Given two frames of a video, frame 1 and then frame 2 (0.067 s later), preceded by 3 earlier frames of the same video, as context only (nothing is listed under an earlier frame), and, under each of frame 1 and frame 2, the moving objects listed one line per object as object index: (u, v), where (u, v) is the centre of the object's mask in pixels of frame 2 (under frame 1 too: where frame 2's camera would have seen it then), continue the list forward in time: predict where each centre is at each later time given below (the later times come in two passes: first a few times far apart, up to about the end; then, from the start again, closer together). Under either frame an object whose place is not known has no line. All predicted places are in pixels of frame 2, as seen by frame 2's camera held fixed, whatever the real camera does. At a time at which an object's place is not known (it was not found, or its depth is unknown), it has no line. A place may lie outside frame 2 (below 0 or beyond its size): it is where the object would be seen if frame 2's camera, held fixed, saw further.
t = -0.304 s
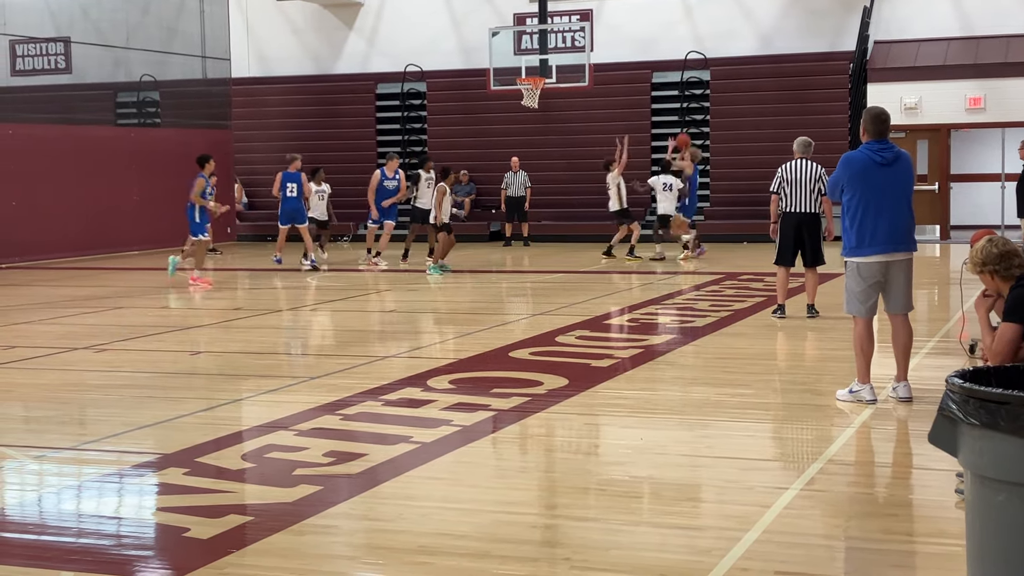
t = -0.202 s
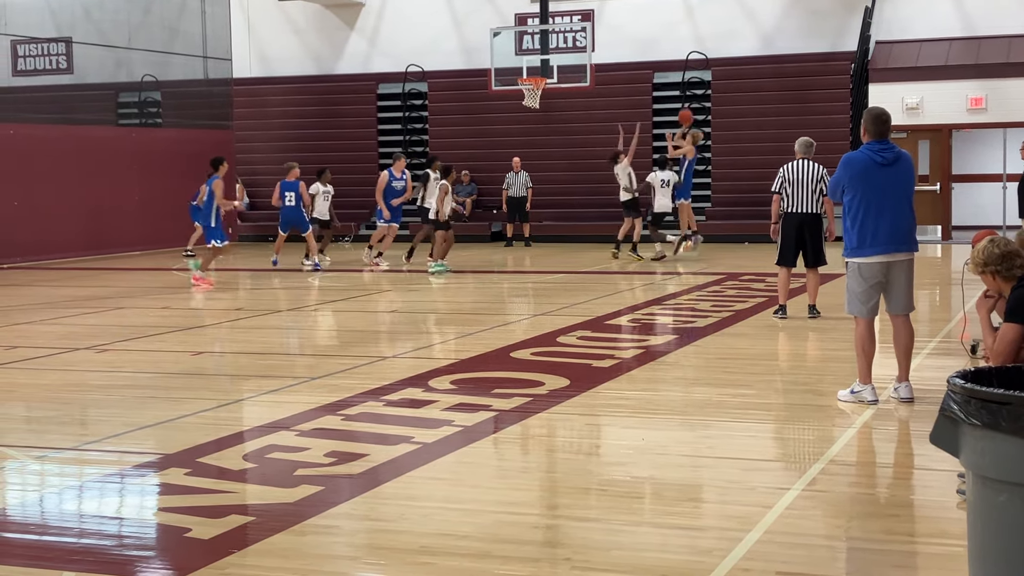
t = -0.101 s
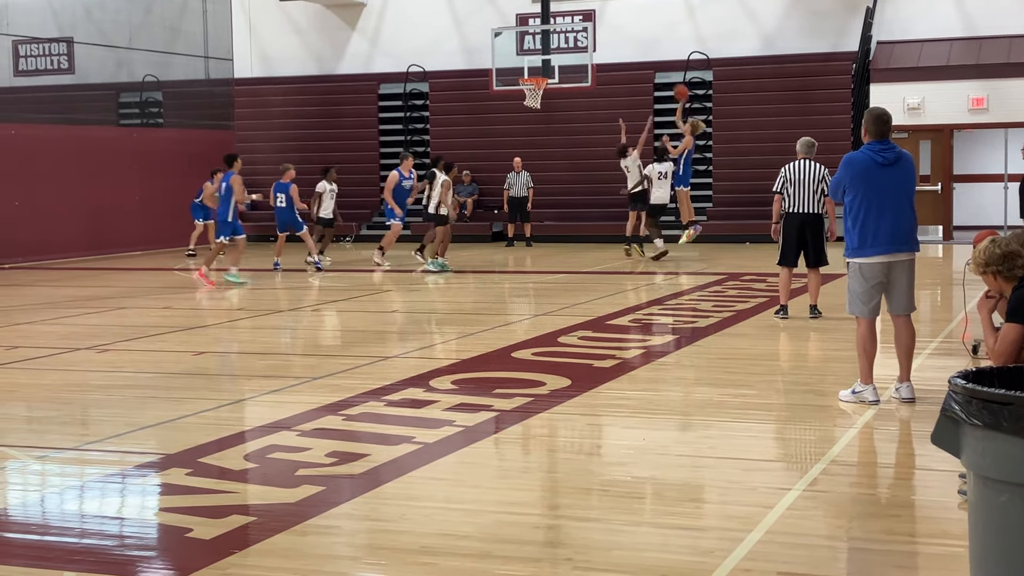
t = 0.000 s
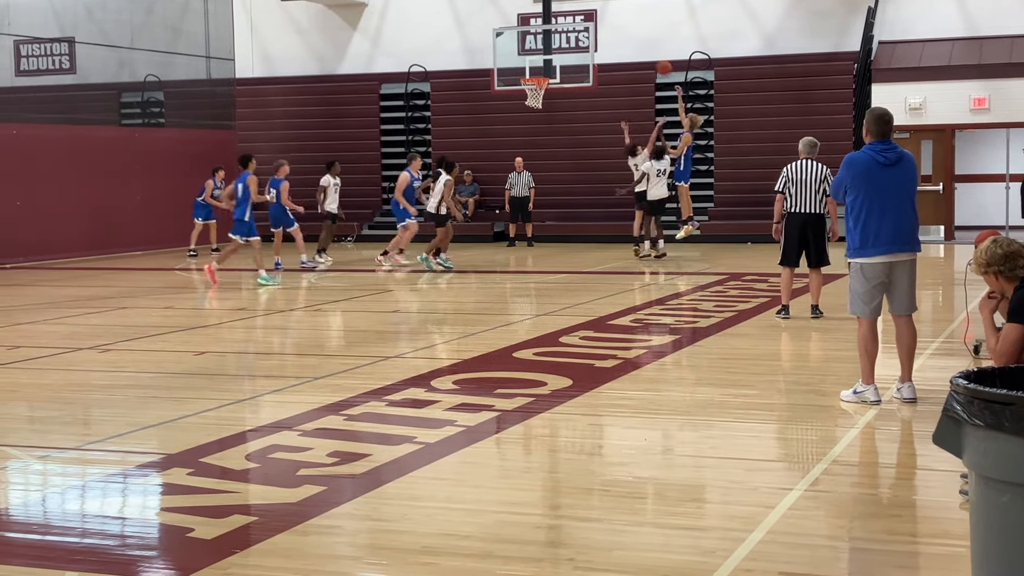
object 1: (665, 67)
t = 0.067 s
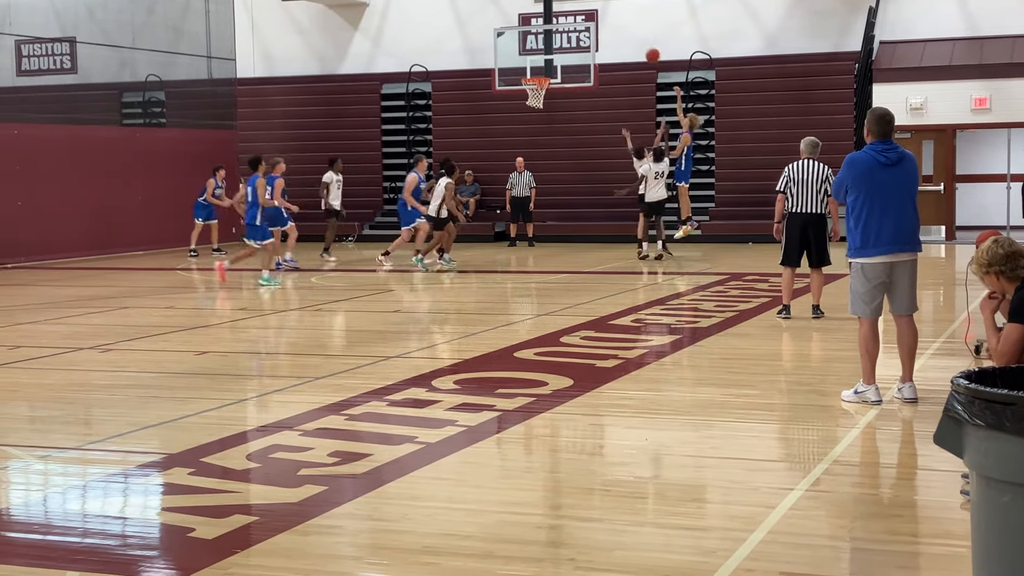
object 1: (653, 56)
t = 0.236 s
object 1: (622, 37)
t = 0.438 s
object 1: (587, 37)
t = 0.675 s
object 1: (549, 68)
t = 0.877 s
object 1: (522, 101)
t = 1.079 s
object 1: (509, 130)
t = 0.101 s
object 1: (646, 50)
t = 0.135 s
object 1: (640, 46)
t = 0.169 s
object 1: (634, 42)
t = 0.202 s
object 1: (628, 39)
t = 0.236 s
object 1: (622, 37)
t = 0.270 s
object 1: (617, 35)
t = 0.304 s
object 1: (611, 34)
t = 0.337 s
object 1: (605, 34)
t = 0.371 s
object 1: (599, 34)
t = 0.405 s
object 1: (593, 35)
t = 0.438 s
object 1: (587, 37)
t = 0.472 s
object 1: (582, 39)
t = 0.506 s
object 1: (576, 42)
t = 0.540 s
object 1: (571, 45)
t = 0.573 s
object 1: (565, 50)
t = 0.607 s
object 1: (559, 55)
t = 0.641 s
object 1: (553, 61)
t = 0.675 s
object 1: (549, 68)
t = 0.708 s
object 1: (543, 72)
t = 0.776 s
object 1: (529, 92)
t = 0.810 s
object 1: (526, 96)
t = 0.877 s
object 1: (522, 101)
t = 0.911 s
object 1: (520, 103)
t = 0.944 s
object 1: (518, 107)
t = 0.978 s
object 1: (516, 112)
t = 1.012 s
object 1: (513, 118)
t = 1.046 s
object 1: (511, 124)
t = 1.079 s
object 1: (509, 130)
